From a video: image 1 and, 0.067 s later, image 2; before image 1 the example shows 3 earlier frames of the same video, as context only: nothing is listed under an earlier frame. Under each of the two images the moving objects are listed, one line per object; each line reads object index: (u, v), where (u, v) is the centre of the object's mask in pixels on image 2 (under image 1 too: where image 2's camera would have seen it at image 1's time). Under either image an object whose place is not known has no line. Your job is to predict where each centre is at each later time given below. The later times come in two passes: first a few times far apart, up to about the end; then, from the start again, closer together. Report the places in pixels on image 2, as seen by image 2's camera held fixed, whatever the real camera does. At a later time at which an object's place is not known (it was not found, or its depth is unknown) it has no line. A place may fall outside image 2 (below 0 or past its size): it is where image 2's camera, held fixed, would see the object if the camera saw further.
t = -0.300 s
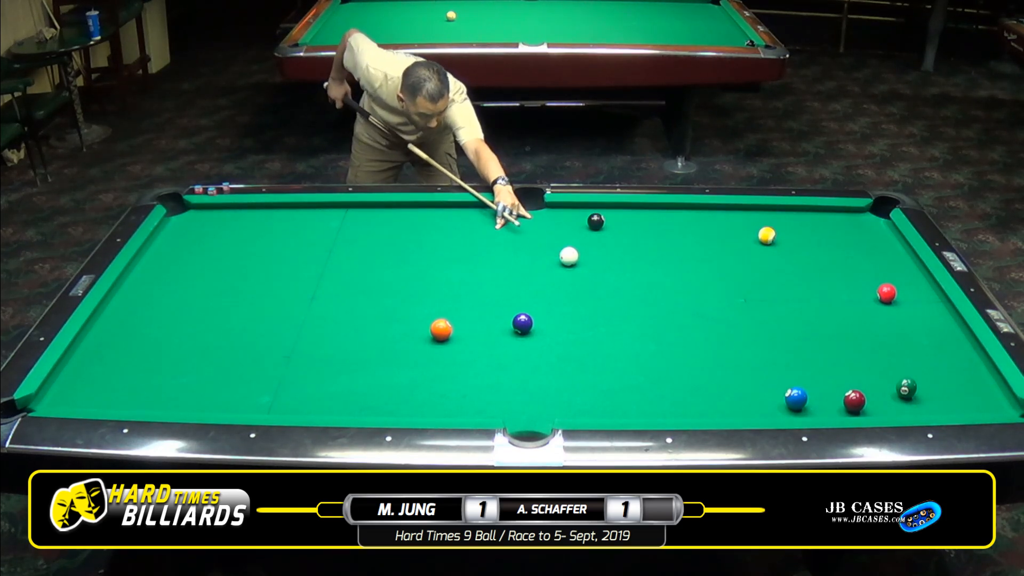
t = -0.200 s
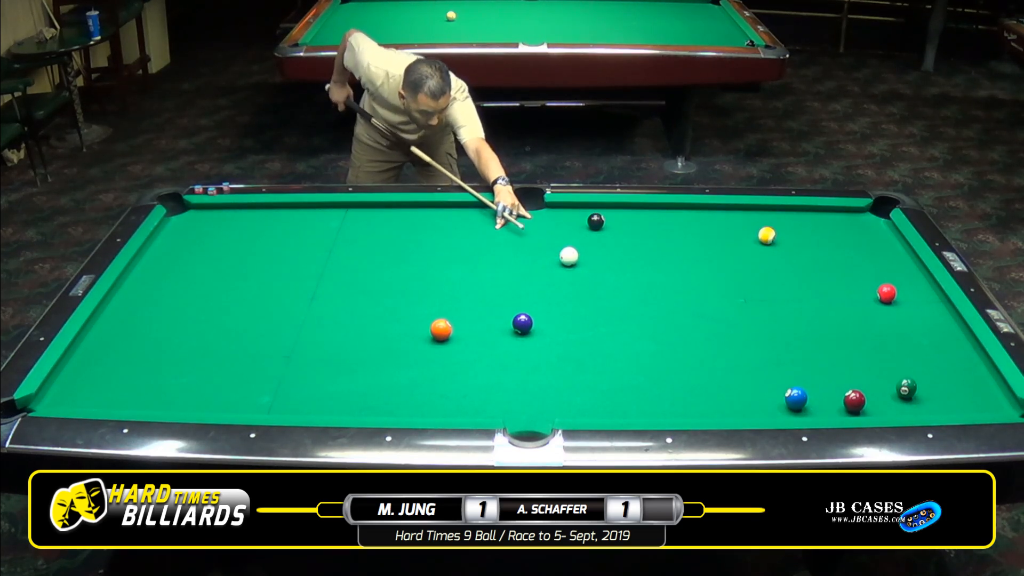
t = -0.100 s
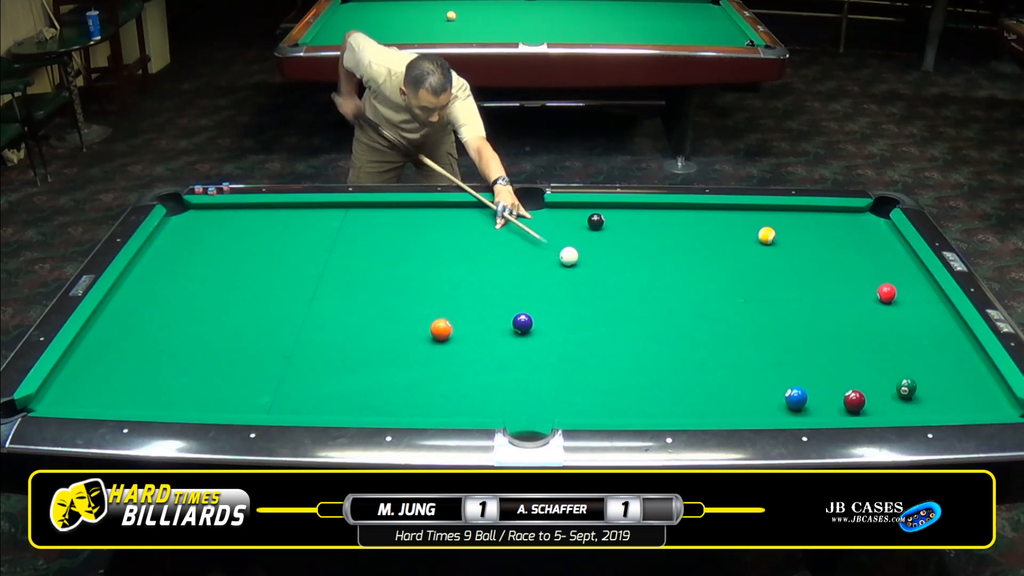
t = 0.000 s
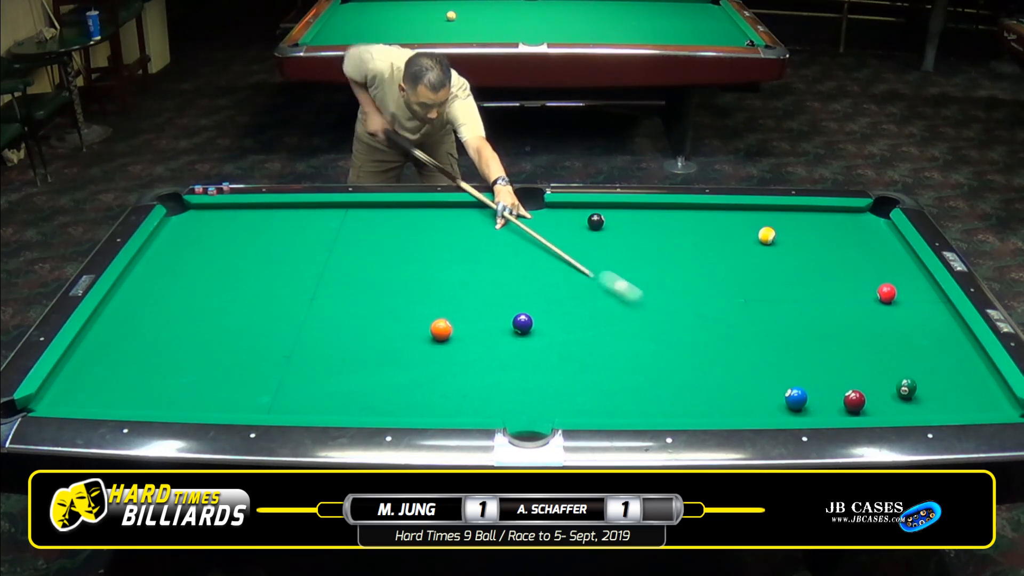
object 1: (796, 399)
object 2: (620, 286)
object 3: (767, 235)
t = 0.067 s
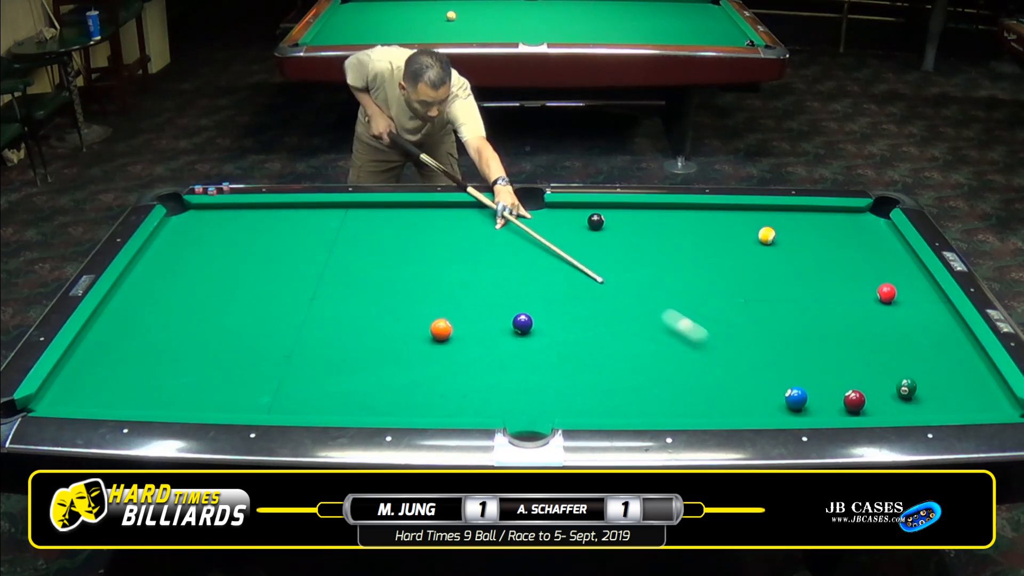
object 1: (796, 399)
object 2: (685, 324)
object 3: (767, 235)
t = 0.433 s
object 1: (844, 326)
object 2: (793, 385)
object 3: (767, 235)
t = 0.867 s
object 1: (863, 234)
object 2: (808, 383)
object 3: (767, 235)
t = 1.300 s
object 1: (865, 221)
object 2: (817, 381)
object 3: (767, 235)
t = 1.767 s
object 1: (827, 230)
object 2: (821, 380)
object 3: (767, 235)
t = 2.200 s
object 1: (795, 238)
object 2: (821, 380)
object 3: (767, 235)
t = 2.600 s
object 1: (773, 246)
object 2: (821, 380)
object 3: (761, 234)
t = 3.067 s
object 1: (755, 257)
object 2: (821, 380)
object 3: (755, 232)
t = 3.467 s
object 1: (742, 265)
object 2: (821, 380)
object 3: (754, 231)
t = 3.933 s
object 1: (730, 273)
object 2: (821, 380)
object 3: (754, 231)
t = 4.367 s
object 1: (721, 278)
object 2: (821, 380)
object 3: (754, 232)
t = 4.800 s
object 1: (714, 282)
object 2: (821, 380)
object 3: (754, 232)
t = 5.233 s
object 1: (711, 285)
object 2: (821, 380)
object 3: (754, 232)
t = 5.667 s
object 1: (709, 285)
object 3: (754, 231)
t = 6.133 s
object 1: (709, 285)
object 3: (754, 232)
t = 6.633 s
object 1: (709, 285)
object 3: (754, 231)
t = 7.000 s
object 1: (709, 285)
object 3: (754, 231)
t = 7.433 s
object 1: (709, 285)
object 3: (754, 231)
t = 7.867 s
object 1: (709, 285)
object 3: (754, 231)
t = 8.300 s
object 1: (709, 285)
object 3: (754, 231)
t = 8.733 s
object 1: (709, 285)
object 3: (754, 231)
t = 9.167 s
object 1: (709, 285)
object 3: (754, 231)
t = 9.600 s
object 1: (709, 285)
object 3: (754, 231)
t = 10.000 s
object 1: (709, 285)
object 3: (754, 231)
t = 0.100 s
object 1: (796, 399)
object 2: (717, 346)
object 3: (767, 235)
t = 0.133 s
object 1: (796, 399)
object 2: (753, 368)
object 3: (767, 235)
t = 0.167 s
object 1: (805, 402)
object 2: (780, 387)
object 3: (767, 235)
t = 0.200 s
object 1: (825, 405)
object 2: (782, 387)
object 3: (767, 235)
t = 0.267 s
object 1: (832, 378)
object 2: (785, 387)
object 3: (767, 235)
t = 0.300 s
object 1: (835, 365)
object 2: (787, 386)
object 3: (767, 235)
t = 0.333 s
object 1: (837, 355)
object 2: (788, 386)
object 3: (767, 235)
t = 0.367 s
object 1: (840, 345)
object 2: (790, 386)
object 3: (767, 235)
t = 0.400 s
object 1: (842, 335)
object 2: (791, 386)
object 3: (767, 235)
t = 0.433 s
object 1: (844, 326)
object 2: (793, 385)
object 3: (767, 235)
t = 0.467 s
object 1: (846, 318)
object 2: (794, 385)
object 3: (767, 235)
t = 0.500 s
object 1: (847, 310)
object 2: (795, 384)
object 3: (767, 235)
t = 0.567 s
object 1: (851, 294)
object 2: (798, 384)
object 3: (767, 235)
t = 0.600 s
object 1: (852, 287)
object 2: (799, 384)
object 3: (767, 235)
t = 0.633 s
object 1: (853, 280)
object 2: (800, 384)
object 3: (767, 235)
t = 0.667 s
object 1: (855, 272)
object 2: (802, 384)
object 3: (767, 235)
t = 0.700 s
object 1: (857, 265)
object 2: (803, 383)
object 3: (767, 235)
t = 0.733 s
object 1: (858, 259)
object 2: (804, 383)
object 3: (767, 235)
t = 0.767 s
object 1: (859, 253)
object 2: (805, 383)
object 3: (767, 235)
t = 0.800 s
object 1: (861, 246)
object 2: (806, 383)
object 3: (767, 235)
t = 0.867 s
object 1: (863, 234)
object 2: (808, 383)
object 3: (767, 235)
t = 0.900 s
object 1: (864, 229)
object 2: (809, 382)
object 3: (767, 235)
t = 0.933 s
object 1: (865, 222)
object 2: (809, 382)
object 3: (767, 235)
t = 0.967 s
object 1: (866, 217)
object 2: (810, 382)
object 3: (767, 235)
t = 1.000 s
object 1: (867, 212)
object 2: (811, 382)
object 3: (767, 235)
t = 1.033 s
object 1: (872, 212)
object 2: (812, 381)
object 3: (767, 235)
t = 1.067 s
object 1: (878, 215)
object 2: (812, 381)
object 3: (767, 235)
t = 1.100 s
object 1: (881, 217)
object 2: (813, 381)
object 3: (767, 235)
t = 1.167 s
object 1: (876, 218)
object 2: (815, 381)
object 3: (767, 235)
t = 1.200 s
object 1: (873, 219)
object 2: (815, 381)
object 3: (767, 235)
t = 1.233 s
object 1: (870, 219)
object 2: (816, 381)
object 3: (767, 235)
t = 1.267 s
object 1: (868, 220)
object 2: (816, 381)
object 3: (767, 235)
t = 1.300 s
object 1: (865, 221)
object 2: (817, 381)
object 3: (767, 235)
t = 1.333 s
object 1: (862, 221)
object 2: (817, 380)
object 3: (767, 235)
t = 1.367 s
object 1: (860, 222)
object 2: (818, 380)
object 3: (767, 235)
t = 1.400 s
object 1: (857, 222)
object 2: (818, 380)
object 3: (767, 235)
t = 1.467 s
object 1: (851, 224)
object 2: (819, 380)
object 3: (767, 235)
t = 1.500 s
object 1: (849, 225)
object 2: (819, 380)
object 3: (767, 235)
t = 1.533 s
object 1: (846, 225)
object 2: (820, 380)
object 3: (767, 235)
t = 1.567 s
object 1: (843, 225)
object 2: (820, 380)
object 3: (767, 235)
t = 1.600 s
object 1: (841, 226)
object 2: (820, 380)
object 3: (767, 235)
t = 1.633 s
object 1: (838, 227)
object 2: (821, 380)
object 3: (767, 235)
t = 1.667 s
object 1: (836, 228)
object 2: (821, 380)
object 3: (767, 235)
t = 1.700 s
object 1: (833, 229)
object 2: (821, 380)
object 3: (767, 235)
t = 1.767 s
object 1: (827, 230)
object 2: (821, 380)
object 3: (767, 235)
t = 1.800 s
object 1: (825, 230)
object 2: (821, 380)
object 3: (767, 235)
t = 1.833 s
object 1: (822, 231)
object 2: (821, 380)
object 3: (767, 235)
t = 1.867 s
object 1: (820, 231)
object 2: (821, 380)
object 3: (767, 235)
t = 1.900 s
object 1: (817, 232)
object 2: (821, 380)
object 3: (767, 235)
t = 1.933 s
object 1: (815, 233)
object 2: (821, 380)
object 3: (767, 235)
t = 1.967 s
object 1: (812, 233)
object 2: (821, 380)
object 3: (767, 235)
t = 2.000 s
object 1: (810, 234)
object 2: (821, 380)
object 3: (767, 235)
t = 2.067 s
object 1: (805, 235)
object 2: (821, 380)
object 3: (767, 235)
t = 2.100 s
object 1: (802, 236)
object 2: (821, 380)
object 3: (767, 235)
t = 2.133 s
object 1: (800, 237)
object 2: (821, 380)
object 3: (767, 235)
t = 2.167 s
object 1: (797, 237)
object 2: (821, 380)
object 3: (767, 235)
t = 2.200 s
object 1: (795, 238)
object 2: (821, 380)
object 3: (767, 235)
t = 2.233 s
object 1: (792, 238)
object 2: (821, 380)
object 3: (767, 235)
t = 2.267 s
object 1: (790, 239)
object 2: (821, 379)
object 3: (767, 235)
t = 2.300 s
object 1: (787, 239)
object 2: (821, 379)
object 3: (767, 235)
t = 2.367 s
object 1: (782, 240)
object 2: (821, 380)
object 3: (766, 235)
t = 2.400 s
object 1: (781, 241)
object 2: (821, 380)
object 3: (766, 235)
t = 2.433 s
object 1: (779, 242)
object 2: (821, 379)
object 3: (765, 235)
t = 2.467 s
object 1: (778, 243)
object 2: (821, 380)
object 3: (764, 235)
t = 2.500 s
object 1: (777, 244)
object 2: (821, 380)
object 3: (763, 234)
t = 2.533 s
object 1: (775, 245)
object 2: (821, 380)
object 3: (762, 234)
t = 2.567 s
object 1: (774, 246)
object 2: (821, 380)
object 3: (762, 234)
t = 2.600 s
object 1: (773, 246)
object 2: (821, 380)
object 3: (761, 234)
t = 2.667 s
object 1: (770, 248)
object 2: (821, 380)
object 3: (760, 233)
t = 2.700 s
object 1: (769, 249)
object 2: (821, 380)
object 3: (759, 233)
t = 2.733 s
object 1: (768, 249)
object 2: (821, 380)
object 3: (759, 233)
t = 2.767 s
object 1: (766, 250)
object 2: (821, 380)
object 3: (758, 233)
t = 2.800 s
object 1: (765, 251)
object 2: (821, 380)
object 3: (758, 233)
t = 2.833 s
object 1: (764, 252)
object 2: (821, 380)
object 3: (757, 233)
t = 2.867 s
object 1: (762, 252)
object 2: (821, 380)
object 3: (757, 233)
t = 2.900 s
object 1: (761, 253)
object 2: (821, 380)
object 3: (757, 233)
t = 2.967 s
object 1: (759, 254)
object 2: (821, 380)
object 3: (756, 232)
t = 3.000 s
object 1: (757, 255)
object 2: (821, 380)
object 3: (756, 232)
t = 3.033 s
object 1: (756, 256)
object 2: (821, 380)
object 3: (755, 232)
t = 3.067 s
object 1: (755, 257)
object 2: (821, 380)
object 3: (755, 232)
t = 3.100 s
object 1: (754, 258)
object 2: (821, 380)
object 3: (755, 232)
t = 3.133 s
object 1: (753, 258)
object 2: (821, 380)
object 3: (755, 232)
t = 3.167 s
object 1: (752, 259)
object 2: (821, 380)
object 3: (754, 232)
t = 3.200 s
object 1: (751, 259)
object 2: (821, 380)
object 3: (754, 232)
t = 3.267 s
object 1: (749, 261)
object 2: (821, 380)
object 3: (754, 231)
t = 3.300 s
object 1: (747, 262)
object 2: (821, 380)
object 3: (754, 231)
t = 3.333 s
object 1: (746, 262)
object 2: (821, 380)
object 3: (754, 231)
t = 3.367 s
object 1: (745, 263)
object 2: (821, 380)
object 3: (754, 231)
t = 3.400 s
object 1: (744, 264)
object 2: (821, 380)
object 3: (754, 231)
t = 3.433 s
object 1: (743, 264)
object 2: (821, 380)
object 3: (754, 231)
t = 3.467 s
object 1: (742, 265)
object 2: (821, 380)
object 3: (754, 231)
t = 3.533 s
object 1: (740, 266)
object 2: (821, 380)
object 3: (754, 231)
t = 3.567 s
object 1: (739, 267)
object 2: (821, 380)
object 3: (754, 231)
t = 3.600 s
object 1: (738, 268)
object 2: (821, 380)
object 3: (754, 231)
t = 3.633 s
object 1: (737, 268)
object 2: (821, 380)
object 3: (754, 231)
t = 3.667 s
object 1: (736, 269)
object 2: (821, 380)
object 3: (754, 231)
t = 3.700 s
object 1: (735, 269)
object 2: (821, 380)
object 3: (754, 231)
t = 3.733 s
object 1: (735, 270)
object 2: (821, 380)
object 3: (754, 231)
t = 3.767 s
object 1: (734, 270)
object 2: (821, 380)
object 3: (754, 231)
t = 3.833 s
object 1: (732, 271)
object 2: (821, 380)
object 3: (754, 231)
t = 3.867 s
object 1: (731, 272)
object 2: (821, 380)
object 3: (754, 231)
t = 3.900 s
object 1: (730, 272)
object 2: (821, 380)
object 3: (754, 231)
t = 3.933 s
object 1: (730, 273)
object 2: (821, 380)
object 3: (754, 231)
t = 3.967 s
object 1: (729, 273)
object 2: (821, 380)
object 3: (754, 232)
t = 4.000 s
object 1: (728, 274)
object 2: (821, 380)
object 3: (754, 231)
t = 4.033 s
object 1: (727, 274)
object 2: (821, 380)
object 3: (754, 231)
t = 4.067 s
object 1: (727, 275)
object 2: (821, 380)
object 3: (754, 231)
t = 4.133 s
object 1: (725, 276)
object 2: (821, 380)
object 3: (754, 232)
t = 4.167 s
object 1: (725, 276)
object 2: (821, 380)
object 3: (754, 232)
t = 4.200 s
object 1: (724, 277)
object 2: (821, 380)
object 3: (754, 232)
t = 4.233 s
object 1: (723, 277)
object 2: (821, 380)
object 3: (754, 232)
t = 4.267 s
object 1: (722, 277)
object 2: (821, 380)
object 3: (754, 232)
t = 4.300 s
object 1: (722, 278)
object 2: (821, 380)
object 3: (754, 232)
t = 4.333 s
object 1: (721, 278)
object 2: (821, 380)
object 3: (754, 232)
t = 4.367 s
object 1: (721, 278)
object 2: (821, 380)
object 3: (754, 232)
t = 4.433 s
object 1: (720, 279)
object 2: (821, 380)
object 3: (754, 232)
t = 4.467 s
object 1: (719, 279)
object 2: (821, 380)
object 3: (754, 232)
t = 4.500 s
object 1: (719, 279)
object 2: (821, 380)
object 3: (754, 232)
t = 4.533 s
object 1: (718, 280)
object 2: (821, 380)
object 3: (754, 232)
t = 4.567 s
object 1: (718, 280)
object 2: (821, 380)
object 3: (754, 232)
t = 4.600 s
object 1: (717, 281)
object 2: (821, 380)
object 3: (754, 231)
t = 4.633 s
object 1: (717, 281)
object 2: (821, 380)
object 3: (754, 232)
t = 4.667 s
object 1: (716, 281)
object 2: (821, 380)
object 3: (754, 231)
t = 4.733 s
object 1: (715, 282)
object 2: (821, 380)
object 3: (754, 232)
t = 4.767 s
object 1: (715, 282)
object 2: (821, 380)
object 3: (754, 232)
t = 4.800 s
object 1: (714, 282)
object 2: (821, 380)
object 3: (754, 232)
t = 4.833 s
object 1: (714, 283)
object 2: (821, 380)
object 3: (754, 232)
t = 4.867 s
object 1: (714, 283)
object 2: (821, 380)
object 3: (754, 232)
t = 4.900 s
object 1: (713, 283)
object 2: (821, 380)
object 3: (754, 232)
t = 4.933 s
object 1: (713, 283)
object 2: (821, 380)
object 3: (754, 232)
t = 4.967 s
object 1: (713, 284)
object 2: (821, 380)
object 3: (754, 232)
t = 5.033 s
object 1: (712, 284)
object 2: (821, 380)
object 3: (754, 232)
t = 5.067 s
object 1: (712, 284)
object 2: (821, 380)
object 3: (754, 232)
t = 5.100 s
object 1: (712, 284)
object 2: (821, 380)
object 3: (754, 232)
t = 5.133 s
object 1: (711, 284)
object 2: (821, 380)
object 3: (754, 232)
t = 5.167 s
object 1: (711, 284)
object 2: (821, 380)
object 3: (754, 232)
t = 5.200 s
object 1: (711, 285)
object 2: (821, 380)
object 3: (754, 232)
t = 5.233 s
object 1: (711, 285)
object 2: (821, 380)
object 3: (754, 232)
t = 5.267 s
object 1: (710, 285)
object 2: (821, 380)
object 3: (754, 232)
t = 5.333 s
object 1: (710, 285)
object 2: (821, 380)
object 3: (754, 231)
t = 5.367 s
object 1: (710, 285)
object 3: (754, 232)
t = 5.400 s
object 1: (710, 285)
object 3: (754, 232)
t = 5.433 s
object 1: (710, 285)
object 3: (754, 232)
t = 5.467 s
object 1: (709, 285)
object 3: (754, 231)
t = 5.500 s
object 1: (709, 285)
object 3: (754, 231)
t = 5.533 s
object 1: (709, 285)
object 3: (754, 231)
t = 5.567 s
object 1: (709, 285)
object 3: (754, 231)
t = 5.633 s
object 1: (709, 285)
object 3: (754, 231)
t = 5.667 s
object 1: (709, 285)
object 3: (754, 231)
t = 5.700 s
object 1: (709, 285)
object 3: (754, 231)
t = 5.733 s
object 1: (709, 285)
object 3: (754, 231)
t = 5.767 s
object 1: (709, 285)
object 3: (754, 231)
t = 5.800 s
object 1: (709, 285)
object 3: (754, 231)
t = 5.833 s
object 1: (709, 285)
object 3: (754, 231)
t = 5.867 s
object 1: (709, 285)
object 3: (754, 231)
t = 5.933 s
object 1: (709, 285)
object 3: (754, 231)
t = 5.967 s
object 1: (709, 285)
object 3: (754, 232)
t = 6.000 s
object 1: (709, 285)
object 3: (754, 231)
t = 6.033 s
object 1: (709, 285)
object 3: (754, 231)
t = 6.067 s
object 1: (709, 285)
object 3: (754, 232)
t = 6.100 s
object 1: (709, 285)
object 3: (754, 232)
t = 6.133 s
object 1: (709, 285)
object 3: (754, 232)
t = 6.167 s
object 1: (709, 285)
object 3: (754, 232)
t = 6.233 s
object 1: (709, 285)
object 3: (748, 228)
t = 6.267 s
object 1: (709, 285)
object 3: (758, 233)
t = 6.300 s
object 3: (755, 232)
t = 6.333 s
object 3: (754, 231)
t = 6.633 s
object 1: (709, 285)
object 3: (754, 231)
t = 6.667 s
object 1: (709, 285)
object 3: (754, 231)
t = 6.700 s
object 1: (709, 285)
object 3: (754, 231)
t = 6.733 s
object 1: (709, 285)
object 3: (754, 231)
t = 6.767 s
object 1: (709, 285)
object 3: (754, 231)
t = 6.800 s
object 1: (709, 285)
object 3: (754, 231)
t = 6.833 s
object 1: (710, 285)
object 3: (754, 231)
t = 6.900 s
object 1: (709, 285)
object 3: (754, 231)
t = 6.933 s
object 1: (709, 285)
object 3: (754, 231)
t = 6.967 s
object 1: (709, 285)
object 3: (754, 231)
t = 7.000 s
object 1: (709, 285)
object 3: (754, 231)
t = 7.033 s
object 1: (709, 285)
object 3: (754, 231)
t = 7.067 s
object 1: (709, 285)
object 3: (754, 231)
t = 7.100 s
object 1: (709, 285)
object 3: (754, 231)
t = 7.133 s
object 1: (709, 285)
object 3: (754, 231)
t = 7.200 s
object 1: (709, 285)
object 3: (754, 231)
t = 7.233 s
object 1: (709, 285)
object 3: (754, 231)
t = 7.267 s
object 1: (709, 285)
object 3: (754, 231)
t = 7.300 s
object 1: (709, 285)
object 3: (754, 231)
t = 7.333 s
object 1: (709, 285)
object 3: (754, 231)
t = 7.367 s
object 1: (709, 285)
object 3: (754, 231)
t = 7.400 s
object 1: (709, 285)
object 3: (754, 231)
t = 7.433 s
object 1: (709, 285)
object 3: (754, 231)
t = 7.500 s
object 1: (709, 285)
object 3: (754, 231)
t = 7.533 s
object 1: (709, 285)
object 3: (754, 231)
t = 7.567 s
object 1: (709, 285)
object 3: (754, 231)
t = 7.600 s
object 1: (709, 285)
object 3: (754, 231)
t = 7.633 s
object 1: (709, 285)
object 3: (754, 231)
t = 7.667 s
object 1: (709, 285)
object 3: (754, 231)
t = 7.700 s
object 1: (709, 285)
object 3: (754, 231)
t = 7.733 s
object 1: (709, 285)
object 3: (754, 231)
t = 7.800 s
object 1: (709, 285)
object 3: (754, 231)
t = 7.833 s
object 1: (709, 285)
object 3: (754, 231)
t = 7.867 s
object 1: (709, 285)
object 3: (754, 231)
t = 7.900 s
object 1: (709, 285)
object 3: (754, 231)
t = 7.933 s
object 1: (709, 285)
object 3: (754, 231)
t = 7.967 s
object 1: (709, 285)
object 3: (754, 231)
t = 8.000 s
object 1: (709, 285)
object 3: (754, 231)
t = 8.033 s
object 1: (709, 285)
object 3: (754, 231)
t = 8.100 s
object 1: (709, 285)
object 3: (754, 231)
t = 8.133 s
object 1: (709, 285)
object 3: (754, 231)
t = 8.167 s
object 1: (709, 285)
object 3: (754, 231)
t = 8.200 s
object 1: (709, 285)
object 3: (754, 231)
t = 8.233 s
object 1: (709, 285)
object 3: (754, 231)
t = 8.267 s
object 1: (709, 285)
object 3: (754, 231)
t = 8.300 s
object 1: (709, 285)
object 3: (754, 231)
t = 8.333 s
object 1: (709, 285)
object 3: (754, 231)
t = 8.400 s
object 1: (709, 285)
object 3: (754, 231)
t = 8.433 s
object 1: (709, 285)
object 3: (754, 231)
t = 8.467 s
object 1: (709, 285)
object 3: (754, 231)
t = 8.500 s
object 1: (709, 285)
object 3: (754, 231)
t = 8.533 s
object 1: (709, 285)
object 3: (754, 231)
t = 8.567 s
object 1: (709, 285)
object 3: (754, 231)
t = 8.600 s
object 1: (709, 285)
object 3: (754, 231)
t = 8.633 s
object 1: (709, 285)
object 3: (754, 231)
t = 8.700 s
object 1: (709, 285)
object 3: (754, 231)
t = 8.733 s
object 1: (709, 285)
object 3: (754, 231)
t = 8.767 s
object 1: (709, 285)
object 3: (754, 231)
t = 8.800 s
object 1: (709, 285)
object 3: (754, 231)
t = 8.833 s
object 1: (709, 285)
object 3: (754, 231)
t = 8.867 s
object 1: (709, 285)
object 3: (754, 231)
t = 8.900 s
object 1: (709, 285)
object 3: (754, 231)
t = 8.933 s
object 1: (709, 285)
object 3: (754, 231)
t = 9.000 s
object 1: (709, 285)
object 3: (754, 231)
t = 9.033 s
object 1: (709, 285)
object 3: (754, 231)
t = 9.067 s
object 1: (709, 285)
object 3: (754, 231)
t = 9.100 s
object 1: (709, 285)
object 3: (754, 231)
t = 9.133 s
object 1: (709, 285)
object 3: (754, 231)
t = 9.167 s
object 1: (709, 285)
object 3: (754, 231)
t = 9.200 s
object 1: (709, 285)
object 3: (754, 231)
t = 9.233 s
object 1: (709, 285)
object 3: (754, 231)
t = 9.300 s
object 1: (709, 285)
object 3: (754, 231)
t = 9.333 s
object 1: (709, 285)
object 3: (754, 231)
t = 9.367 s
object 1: (709, 285)
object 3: (754, 231)
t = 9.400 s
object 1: (709, 285)
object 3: (754, 231)
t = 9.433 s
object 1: (709, 285)
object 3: (754, 231)
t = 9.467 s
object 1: (709, 285)
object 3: (754, 231)
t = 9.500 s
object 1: (709, 285)
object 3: (754, 231)
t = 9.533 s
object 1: (709, 285)
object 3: (754, 231)
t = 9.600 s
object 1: (709, 285)
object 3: (754, 231)
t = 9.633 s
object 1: (709, 285)
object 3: (754, 231)
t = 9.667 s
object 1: (709, 285)
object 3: (754, 231)
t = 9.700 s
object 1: (709, 285)
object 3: (754, 231)
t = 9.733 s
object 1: (709, 285)
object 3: (754, 231)
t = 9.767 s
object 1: (709, 285)
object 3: (754, 231)
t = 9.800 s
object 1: (709, 285)
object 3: (754, 231)
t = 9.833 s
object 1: (709, 285)
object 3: (754, 231)
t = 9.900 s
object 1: (709, 285)
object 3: (754, 231)
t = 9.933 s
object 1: (709, 285)
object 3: (754, 231)
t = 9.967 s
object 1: (709, 285)
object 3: (754, 231)
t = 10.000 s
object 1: (709, 285)
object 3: (754, 231)
